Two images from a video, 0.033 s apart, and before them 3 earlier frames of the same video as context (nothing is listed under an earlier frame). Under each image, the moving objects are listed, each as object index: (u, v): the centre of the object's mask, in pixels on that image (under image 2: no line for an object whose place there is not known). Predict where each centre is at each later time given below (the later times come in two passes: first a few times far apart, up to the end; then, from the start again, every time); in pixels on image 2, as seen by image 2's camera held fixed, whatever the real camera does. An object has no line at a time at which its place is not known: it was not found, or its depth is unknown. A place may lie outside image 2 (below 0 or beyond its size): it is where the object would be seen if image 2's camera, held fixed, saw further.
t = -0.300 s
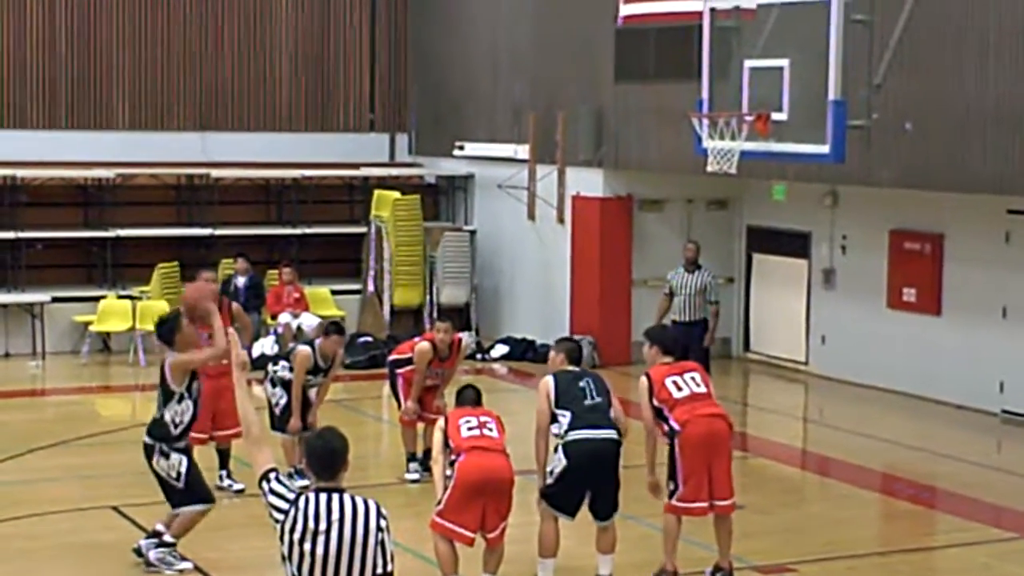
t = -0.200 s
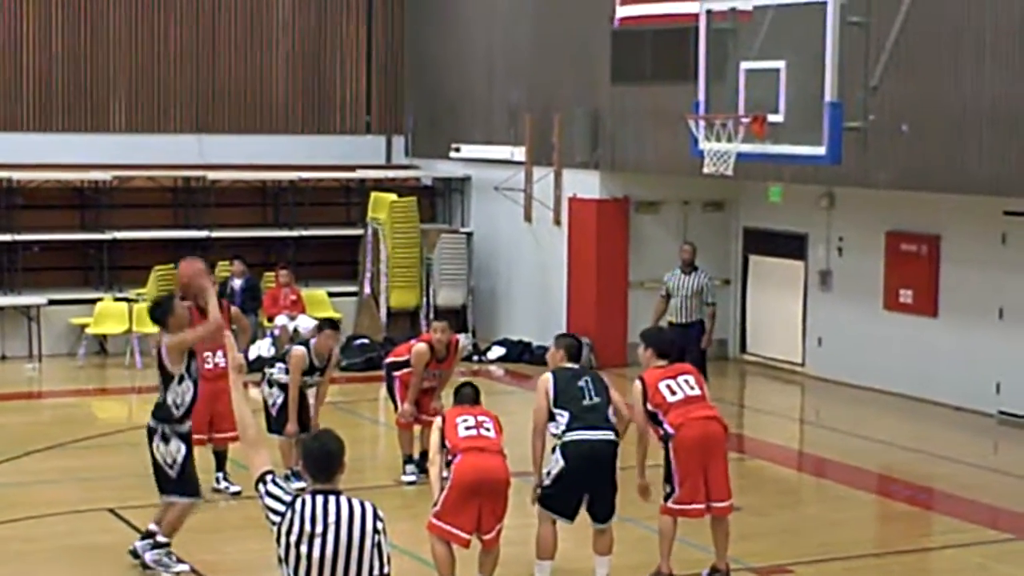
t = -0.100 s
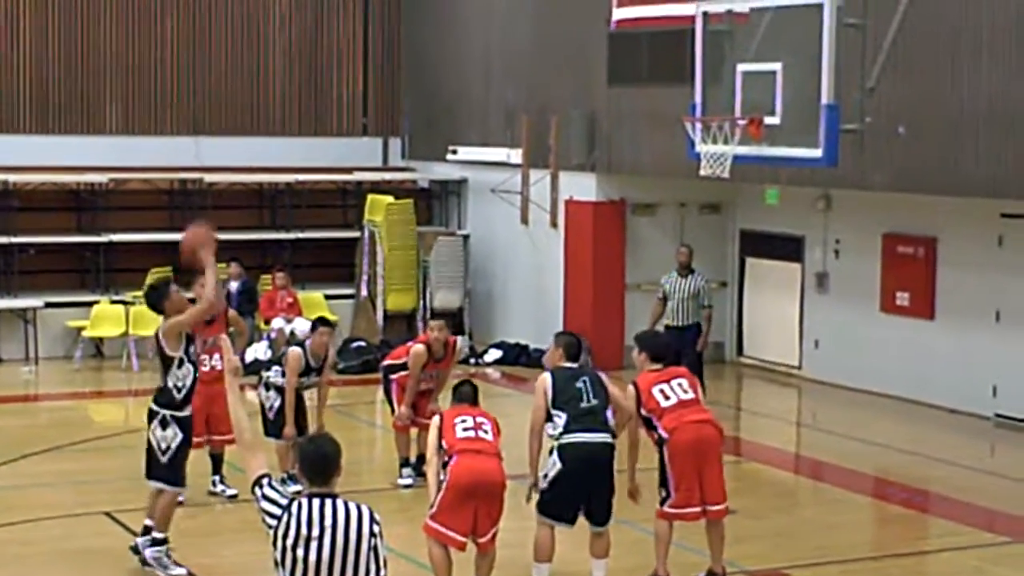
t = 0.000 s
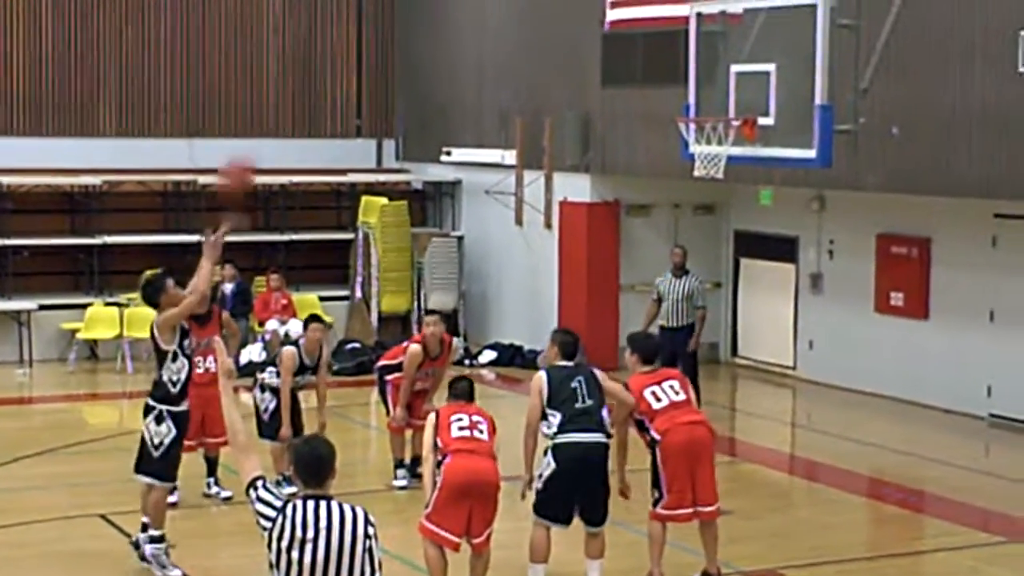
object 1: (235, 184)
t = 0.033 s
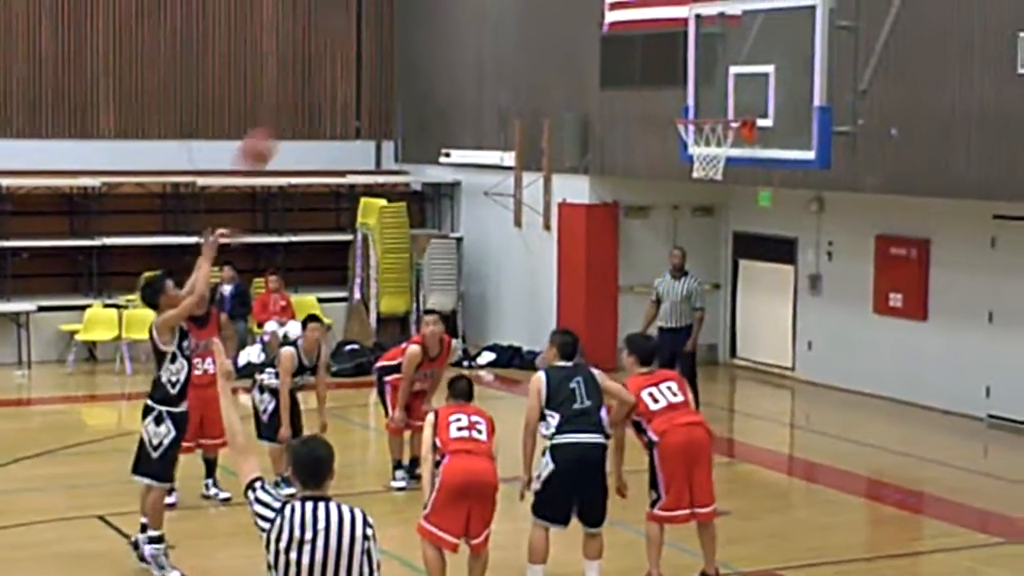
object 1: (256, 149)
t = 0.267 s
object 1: (387, 28)
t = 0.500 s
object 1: (511, -11)
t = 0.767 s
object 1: (639, 35)
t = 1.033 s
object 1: (694, 104)
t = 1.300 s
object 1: (672, 54)
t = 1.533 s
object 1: (652, 85)
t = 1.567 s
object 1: (649, 95)
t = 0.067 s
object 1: (276, 125)
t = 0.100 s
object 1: (294, 107)
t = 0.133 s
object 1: (310, 87)
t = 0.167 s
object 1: (332, 71)
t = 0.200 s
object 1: (353, 54)
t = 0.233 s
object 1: (370, 41)
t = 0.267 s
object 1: (387, 28)
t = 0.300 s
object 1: (406, 20)
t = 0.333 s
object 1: (425, 11)
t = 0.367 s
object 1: (442, 3)
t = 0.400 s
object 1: (460, -2)
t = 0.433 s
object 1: (479, -7)
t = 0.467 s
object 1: (497, -8)
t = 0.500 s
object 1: (511, -11)
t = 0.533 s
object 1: (526, -10)
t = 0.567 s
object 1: (543, -8)
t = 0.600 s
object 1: (558, -5)
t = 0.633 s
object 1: (574, 0)
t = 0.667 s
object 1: (588, 7)
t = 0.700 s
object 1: (605, 15)
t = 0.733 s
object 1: (621, 28)
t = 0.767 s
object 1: (639, 35)
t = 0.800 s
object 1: (651, 46)
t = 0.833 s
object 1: (663, 58)
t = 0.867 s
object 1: (681, 72)
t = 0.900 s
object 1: (695, 89)
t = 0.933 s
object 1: (709, 105)
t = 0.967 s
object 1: (710, 109)
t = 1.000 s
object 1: (701, 109)
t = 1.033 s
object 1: (694, 104)
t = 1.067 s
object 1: (693, 92)
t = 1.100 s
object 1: (690, 83)
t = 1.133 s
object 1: (687, 74)
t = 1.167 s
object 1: (684, 67)
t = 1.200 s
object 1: (682, 62)
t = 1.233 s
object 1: (678, 59)
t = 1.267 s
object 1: (674, 55)
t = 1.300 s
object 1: (672, 54)
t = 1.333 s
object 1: (669, 54)
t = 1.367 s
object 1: (668, 56)
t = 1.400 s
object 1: (664, 59)
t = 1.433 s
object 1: (661, 64)
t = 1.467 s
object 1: (658, 69)
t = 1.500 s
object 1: (655, 76)
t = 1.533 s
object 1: (652, 85)
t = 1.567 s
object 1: (649, 95)
